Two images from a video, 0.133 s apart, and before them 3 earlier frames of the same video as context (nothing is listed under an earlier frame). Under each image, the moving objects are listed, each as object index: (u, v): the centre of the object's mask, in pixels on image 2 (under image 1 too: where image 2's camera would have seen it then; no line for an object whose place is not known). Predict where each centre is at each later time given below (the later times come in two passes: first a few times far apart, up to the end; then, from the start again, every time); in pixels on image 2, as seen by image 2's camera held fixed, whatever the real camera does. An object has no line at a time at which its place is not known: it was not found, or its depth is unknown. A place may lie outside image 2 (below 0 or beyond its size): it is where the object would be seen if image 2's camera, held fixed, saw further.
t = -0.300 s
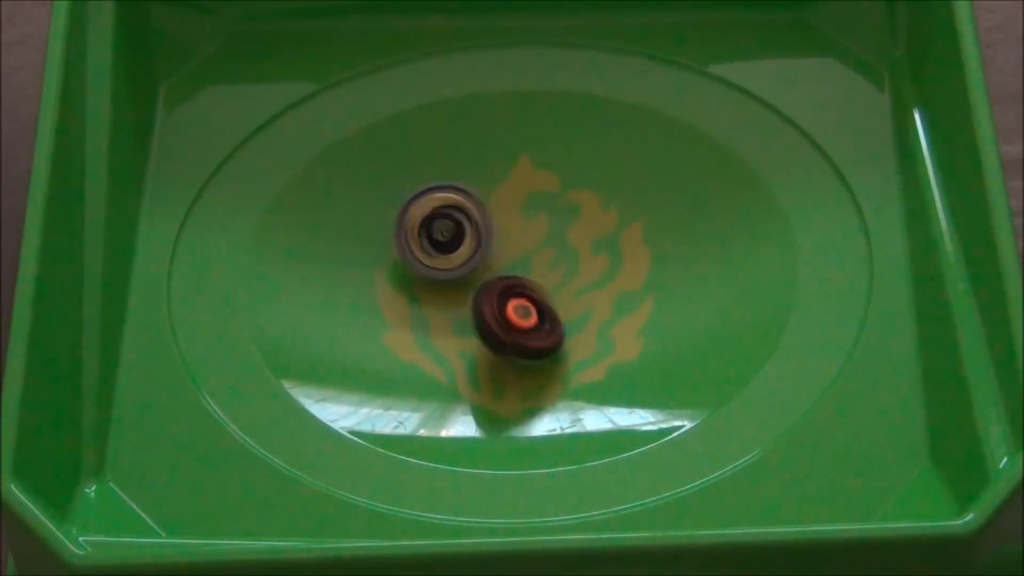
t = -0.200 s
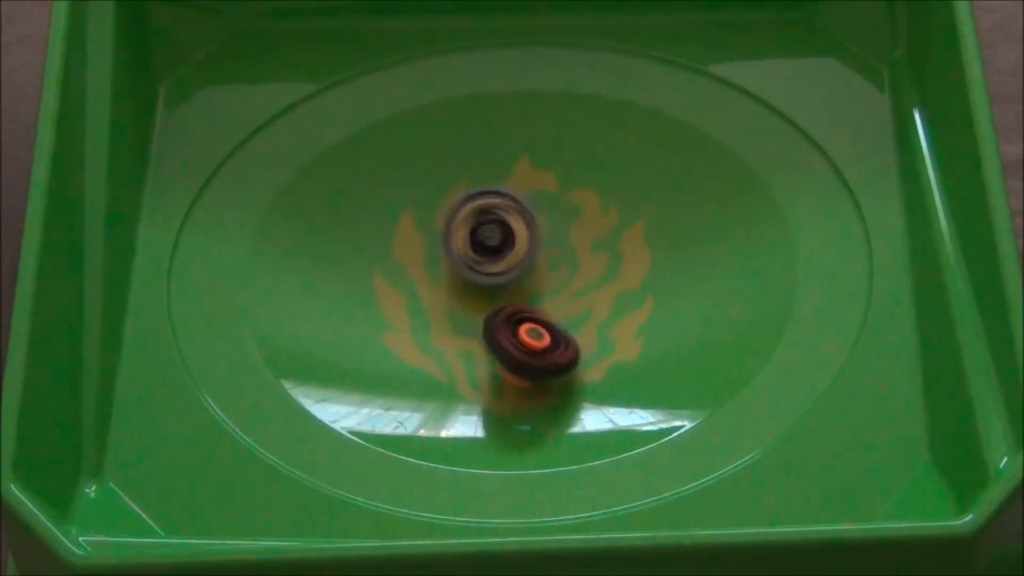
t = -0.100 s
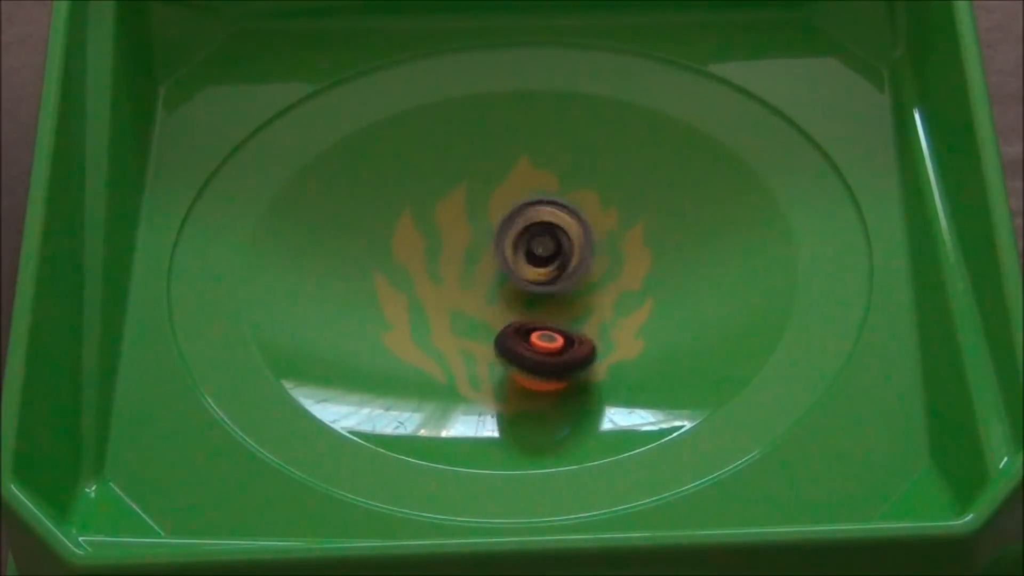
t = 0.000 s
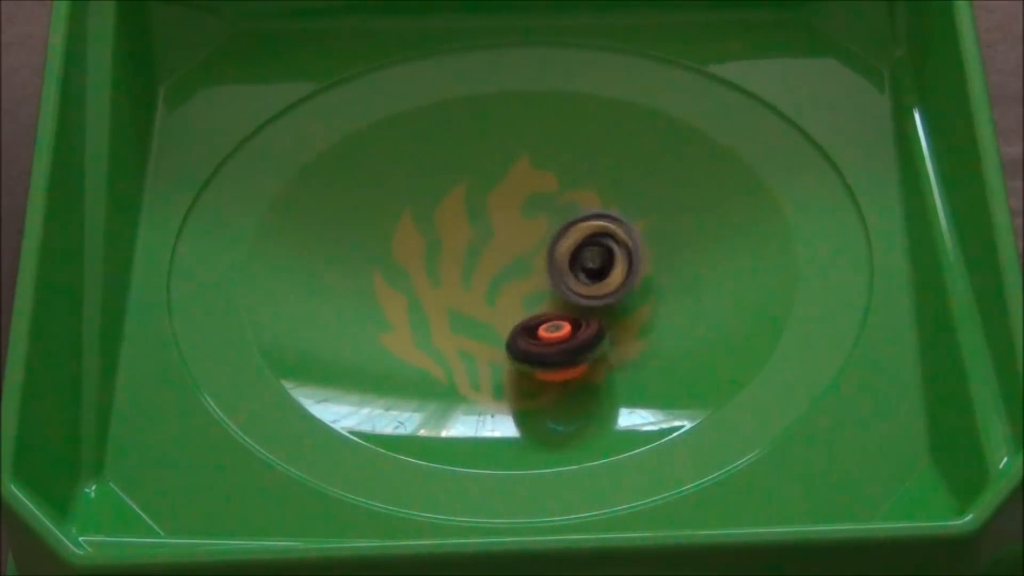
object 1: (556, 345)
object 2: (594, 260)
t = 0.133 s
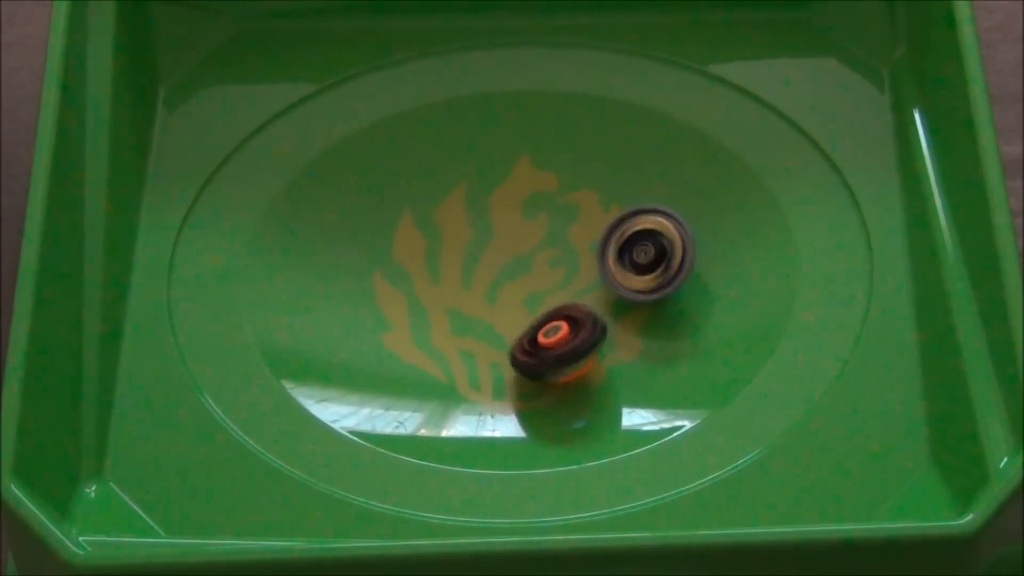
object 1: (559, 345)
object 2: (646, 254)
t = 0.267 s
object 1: (560, 317)
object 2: (643, 257)
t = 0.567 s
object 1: (506, 226)
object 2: (630, 261)
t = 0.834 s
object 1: (463, 183)
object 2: (570, 236)
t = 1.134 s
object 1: (452, 262)
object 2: (536, 196)
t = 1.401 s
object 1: (466, 347)
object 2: (528, 204)
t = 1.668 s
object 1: (474, 360)
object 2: (521, 230)
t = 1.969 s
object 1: (510, 349)
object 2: (466, 262)
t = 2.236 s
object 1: (533, 356)
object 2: (441, 248)
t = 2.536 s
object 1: (504, 353)
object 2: (465, 238)
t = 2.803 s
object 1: (505, 353)
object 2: (519, 258)
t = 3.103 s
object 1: (517, 356)
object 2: (538, 269)
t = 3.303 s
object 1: (525, 355)
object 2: (543, 267)
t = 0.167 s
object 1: (558, 339)
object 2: (647, 256)
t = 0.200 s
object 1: (559, 333)
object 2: (647, 256)
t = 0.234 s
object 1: (559, 324)
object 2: (645, 257)
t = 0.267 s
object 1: (560, 317)
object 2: (643, 257)
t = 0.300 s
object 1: (560, 308)
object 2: (642, 259)
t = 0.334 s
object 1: (560, 299)
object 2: (641, 259)
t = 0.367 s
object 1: (557, 289)
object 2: (642, 260)
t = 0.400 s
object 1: (545, 281)
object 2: (644, 262)
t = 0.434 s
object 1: (535, 271)
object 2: (645, 262)
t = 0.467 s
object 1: (526, 260)
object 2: (642, 262)
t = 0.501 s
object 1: (519, 248)
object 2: (639, 262)
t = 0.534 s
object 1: (513, 238)
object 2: (635, 260)
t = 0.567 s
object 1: (506, 226)
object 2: (630, 261)
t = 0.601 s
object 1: (499, 216)
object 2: (626, 260)
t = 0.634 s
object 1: (491, 205)
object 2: (619, 258)
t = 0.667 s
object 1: (484, 195)
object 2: (611, 254)
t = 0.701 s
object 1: (478, 188)
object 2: (604, 252)
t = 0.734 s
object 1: (472, 182)
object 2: (596, 248)
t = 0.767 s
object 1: (468, 180)
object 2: (587, 245)
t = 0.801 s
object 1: (465, 179)
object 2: (578, 240)
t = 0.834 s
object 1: (463, 183)
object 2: (570, 236)
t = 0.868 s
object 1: (462, 187)
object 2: (563, 232)
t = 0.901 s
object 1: (460, 194)
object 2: (556, 226)
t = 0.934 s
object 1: (460, 202)
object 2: (549, 220)
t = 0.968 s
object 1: (457, 210)
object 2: (544, 215)
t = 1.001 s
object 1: (456, 219)
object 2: (540, 211)
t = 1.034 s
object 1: (455, 229)
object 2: (538, 205)
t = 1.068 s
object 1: (453, 240)
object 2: (535, 202)
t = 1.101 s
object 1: (452, 250)
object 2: (535, 198)
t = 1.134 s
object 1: (452, 262)
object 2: (536, 196)
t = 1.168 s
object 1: (453, 274)
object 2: (537, 195)
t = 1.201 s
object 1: (455, 284)
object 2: (536, 195)
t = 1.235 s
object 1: (458, 296)
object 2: (535, 196)
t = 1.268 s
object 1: (461, 307)
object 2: (533, 198)
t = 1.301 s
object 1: (463, 319)
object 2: (531, 199)
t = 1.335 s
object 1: (464, 330)
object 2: (528, 202)
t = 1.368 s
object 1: (466, 339)
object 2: (527, 203)
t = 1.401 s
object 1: (466, 347)
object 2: (528, 204)
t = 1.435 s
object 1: (467, 355)
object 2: (529, 204)
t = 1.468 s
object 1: (468, 360)
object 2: (530, 206)
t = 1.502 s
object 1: (468, 363)
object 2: (530, 210)
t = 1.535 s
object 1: (469, 364)
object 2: (528, 212)
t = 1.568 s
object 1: (470, 363)
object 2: (528, 216)
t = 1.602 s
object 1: (472, 363)
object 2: (527, 220)
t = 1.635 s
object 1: (473, 362)
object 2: (524, 225)
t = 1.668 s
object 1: (474, 360)
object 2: (521, 230)
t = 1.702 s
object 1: (476, 358)
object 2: (517, 235)
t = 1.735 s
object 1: (478, 356)
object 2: (512, 241)
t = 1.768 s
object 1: (481, 355)
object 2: (507, 246)
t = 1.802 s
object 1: (485, 354)
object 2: (500, 250)
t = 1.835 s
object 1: (490, 352)
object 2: (493, 254)
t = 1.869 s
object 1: (494, 351)
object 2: (486, 258)
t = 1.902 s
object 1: (500, 350)
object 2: (479, 260)
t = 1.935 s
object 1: (505, 350)
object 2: (472, 262)
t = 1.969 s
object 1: (510, 349)
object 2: (466, 262)
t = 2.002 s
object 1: (515, 350)
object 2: (460, 262)
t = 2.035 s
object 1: (520, 351)
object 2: (455, 261)
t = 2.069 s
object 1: (524, 352)
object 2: (451, 259)
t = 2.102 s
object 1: (528, 352)
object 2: (447, 256)
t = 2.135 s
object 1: (531, 354)
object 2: (444, 253)
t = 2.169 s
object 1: (533, 355)
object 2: (444, 252)
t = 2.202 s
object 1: (534, 356)
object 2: (441, 249)
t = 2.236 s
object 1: (533, 356)
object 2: (441, 248)
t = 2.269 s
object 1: (532, 355)
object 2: (443, 247)
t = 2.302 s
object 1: (529, 353)
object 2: (443, 245)
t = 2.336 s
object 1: (525, 352)
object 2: (444, 244)
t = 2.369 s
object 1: (522, 351)
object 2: (446, 243)
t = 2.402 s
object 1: (518, 351)
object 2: (448, 242)
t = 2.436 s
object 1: (514, 352)
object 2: (451, 240)
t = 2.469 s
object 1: (510, 352)
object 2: (456, 239)
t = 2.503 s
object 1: (506, 352)
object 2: (460, 238)
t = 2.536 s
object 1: (504, 353)
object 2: (465, 238)
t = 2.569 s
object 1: (502, 354)
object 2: (471, 238)
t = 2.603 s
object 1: (501, 355)
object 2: (477, 239)
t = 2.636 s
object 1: (500, 355)
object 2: (483, 241)
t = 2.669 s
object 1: (500, 355)
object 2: (491, 242)
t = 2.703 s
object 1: (501, 355)
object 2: (498, 246)
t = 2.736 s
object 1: (502, 354)
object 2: (505, 249)
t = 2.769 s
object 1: (503, 353)
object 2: (512, 253)
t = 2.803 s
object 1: (505, 353)
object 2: (519, 258)
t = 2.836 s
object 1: (508, 352)
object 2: (524, 265)
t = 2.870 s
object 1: (511, 351)
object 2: (530, 271)
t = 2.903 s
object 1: (513, 352)
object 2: (533, 274)
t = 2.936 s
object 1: (514, 353)
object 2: (534, 276)
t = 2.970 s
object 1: (514, 355)
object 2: (540, 271)
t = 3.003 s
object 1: (515, 356)
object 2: (543, 271)
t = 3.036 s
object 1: (516, 357)
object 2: (543, 273)
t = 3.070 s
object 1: (516, 357)
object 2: (540, 273)
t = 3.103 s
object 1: (517, 356)
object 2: (538, 269)
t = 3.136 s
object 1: (518, 356)
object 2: (537, 266)
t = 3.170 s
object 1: (519, 356)
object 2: (540, 264)
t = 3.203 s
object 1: (520, 356)
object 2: (540, 265)
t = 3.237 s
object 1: (522, 356)
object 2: (542, 264)
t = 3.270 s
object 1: (523, 355)
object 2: (543, 266)
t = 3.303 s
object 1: (525, 355)
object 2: (543, 267)
